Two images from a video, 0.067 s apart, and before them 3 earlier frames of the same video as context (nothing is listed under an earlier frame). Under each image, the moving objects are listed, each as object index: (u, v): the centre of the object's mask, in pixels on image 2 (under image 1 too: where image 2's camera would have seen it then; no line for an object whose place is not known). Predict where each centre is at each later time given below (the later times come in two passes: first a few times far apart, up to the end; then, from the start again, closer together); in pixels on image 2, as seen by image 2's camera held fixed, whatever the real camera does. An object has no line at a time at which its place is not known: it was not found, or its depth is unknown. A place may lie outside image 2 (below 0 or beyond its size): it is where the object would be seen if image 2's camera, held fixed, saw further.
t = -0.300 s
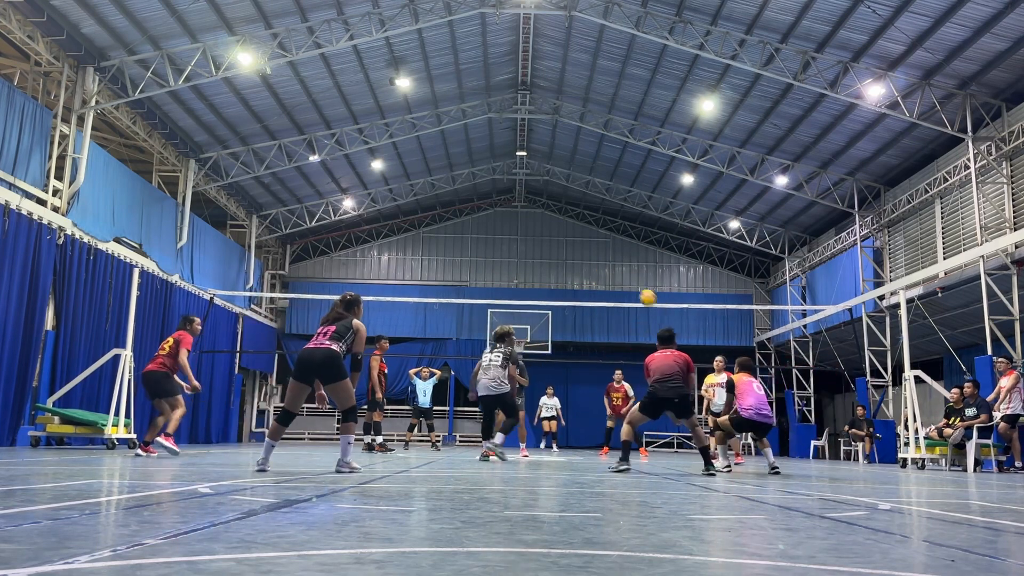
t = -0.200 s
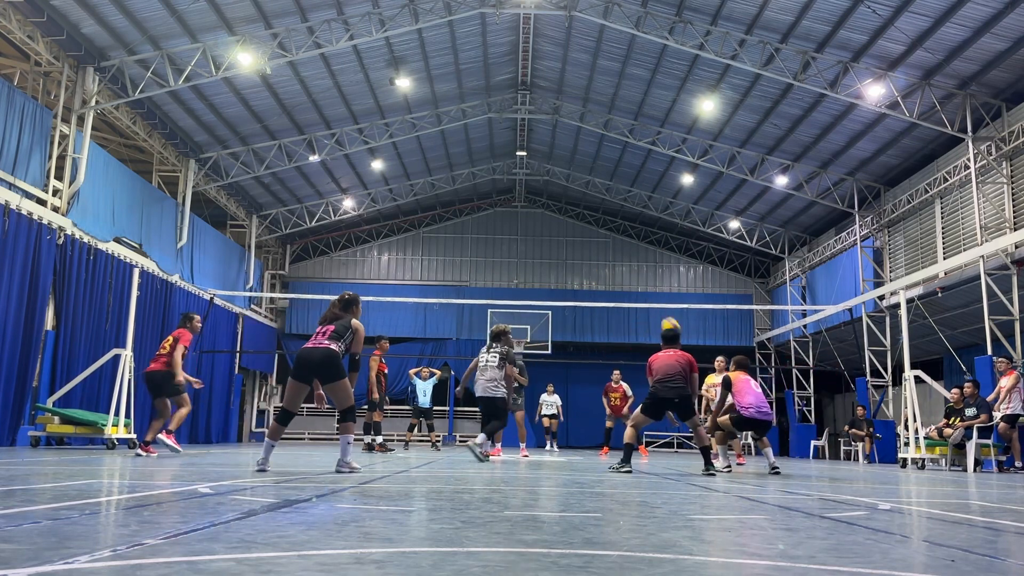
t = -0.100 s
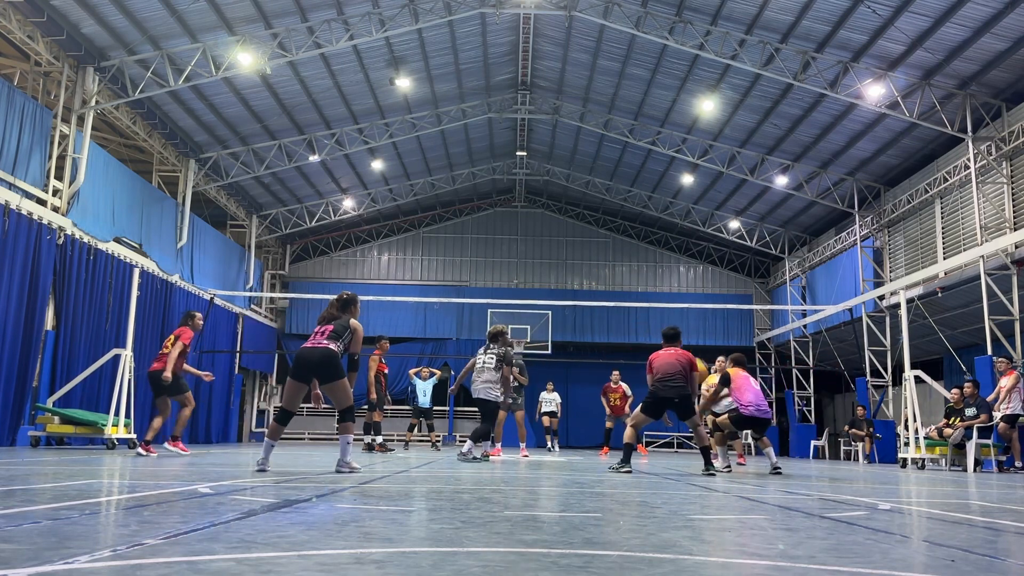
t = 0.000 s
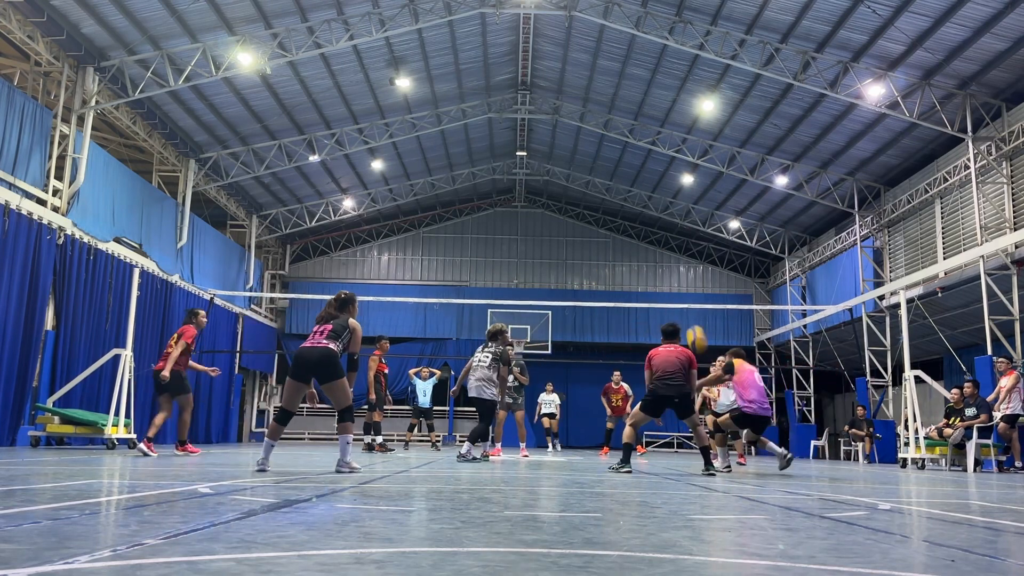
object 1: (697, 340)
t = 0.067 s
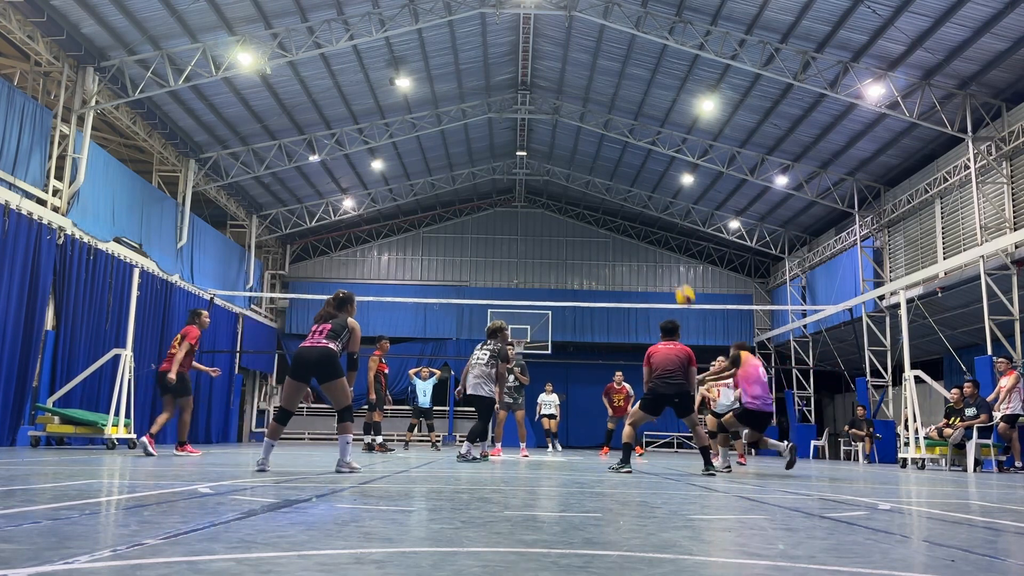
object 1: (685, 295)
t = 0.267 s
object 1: (655, 203)
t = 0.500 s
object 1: (624, 146)
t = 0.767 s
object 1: (593, 135)
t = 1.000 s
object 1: (568, 166)
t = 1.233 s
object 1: (544, 231)
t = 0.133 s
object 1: (674, 260)
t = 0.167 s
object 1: (670, 244)
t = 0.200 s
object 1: (664, 230)
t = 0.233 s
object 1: (660, 215)
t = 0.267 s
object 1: (655, 203)
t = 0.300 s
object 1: (651, 192)
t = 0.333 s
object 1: (646, 181)
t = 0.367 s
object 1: (642, 173)
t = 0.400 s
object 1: (637, 165)
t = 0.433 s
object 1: (633, 157)
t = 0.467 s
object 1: (629, 151)
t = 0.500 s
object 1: (624, 146)
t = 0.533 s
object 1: (621, 142)
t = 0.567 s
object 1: (617, 138)
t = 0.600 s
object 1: (613, 136)
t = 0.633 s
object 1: (609, 134)
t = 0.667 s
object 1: (605, 133)
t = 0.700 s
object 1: (601, 133)
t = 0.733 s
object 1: (597, 134)
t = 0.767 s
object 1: (593, 135)
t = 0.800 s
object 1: (590, 137)
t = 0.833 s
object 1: (586, 140)
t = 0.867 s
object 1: (582, 144)
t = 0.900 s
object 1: (579, 149)
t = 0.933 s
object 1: (575, 154)
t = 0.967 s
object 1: (572, 159)
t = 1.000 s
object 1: (568, 166)
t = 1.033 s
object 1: (564, 173)
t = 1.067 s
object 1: (561, 182)
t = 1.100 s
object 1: (558, 190)
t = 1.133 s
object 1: (554, 199)
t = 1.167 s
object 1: (550, 210)
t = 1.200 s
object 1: (547, 220)
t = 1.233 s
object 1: (544, 231)
